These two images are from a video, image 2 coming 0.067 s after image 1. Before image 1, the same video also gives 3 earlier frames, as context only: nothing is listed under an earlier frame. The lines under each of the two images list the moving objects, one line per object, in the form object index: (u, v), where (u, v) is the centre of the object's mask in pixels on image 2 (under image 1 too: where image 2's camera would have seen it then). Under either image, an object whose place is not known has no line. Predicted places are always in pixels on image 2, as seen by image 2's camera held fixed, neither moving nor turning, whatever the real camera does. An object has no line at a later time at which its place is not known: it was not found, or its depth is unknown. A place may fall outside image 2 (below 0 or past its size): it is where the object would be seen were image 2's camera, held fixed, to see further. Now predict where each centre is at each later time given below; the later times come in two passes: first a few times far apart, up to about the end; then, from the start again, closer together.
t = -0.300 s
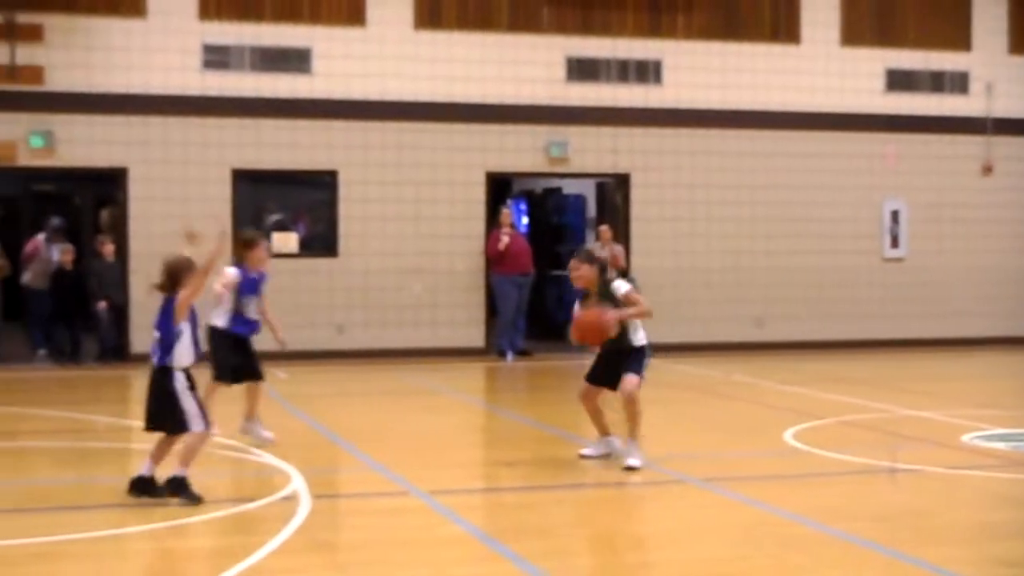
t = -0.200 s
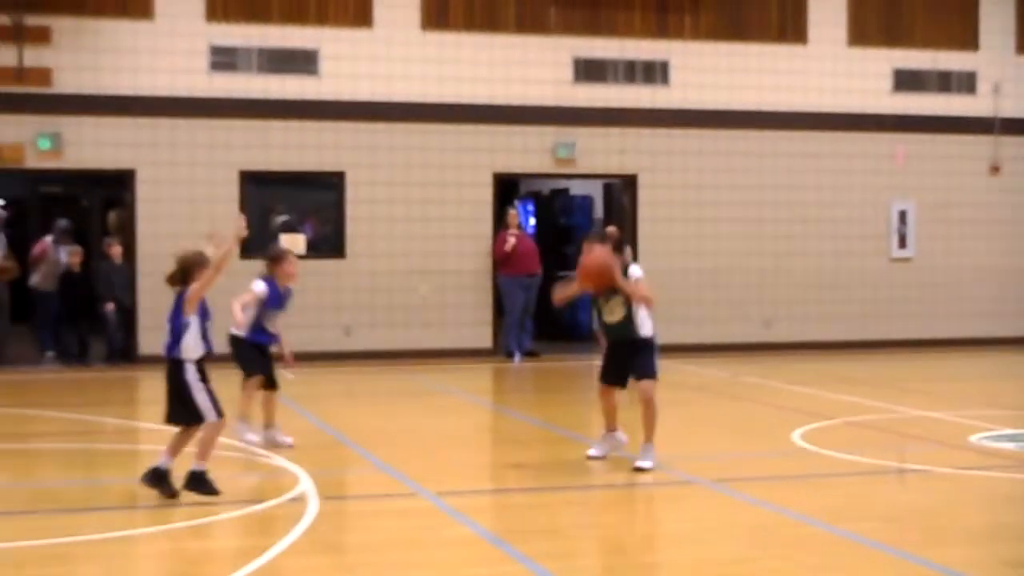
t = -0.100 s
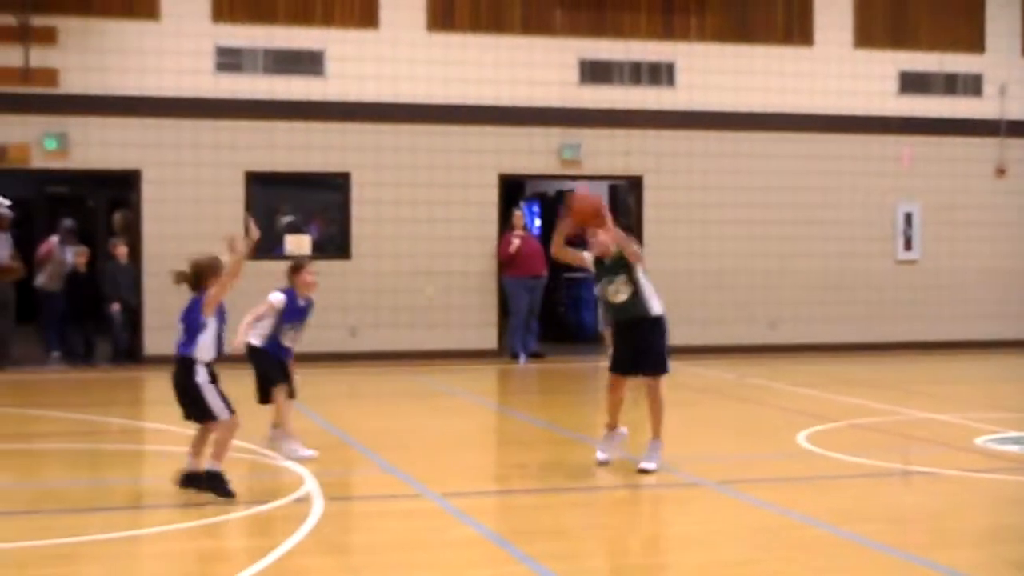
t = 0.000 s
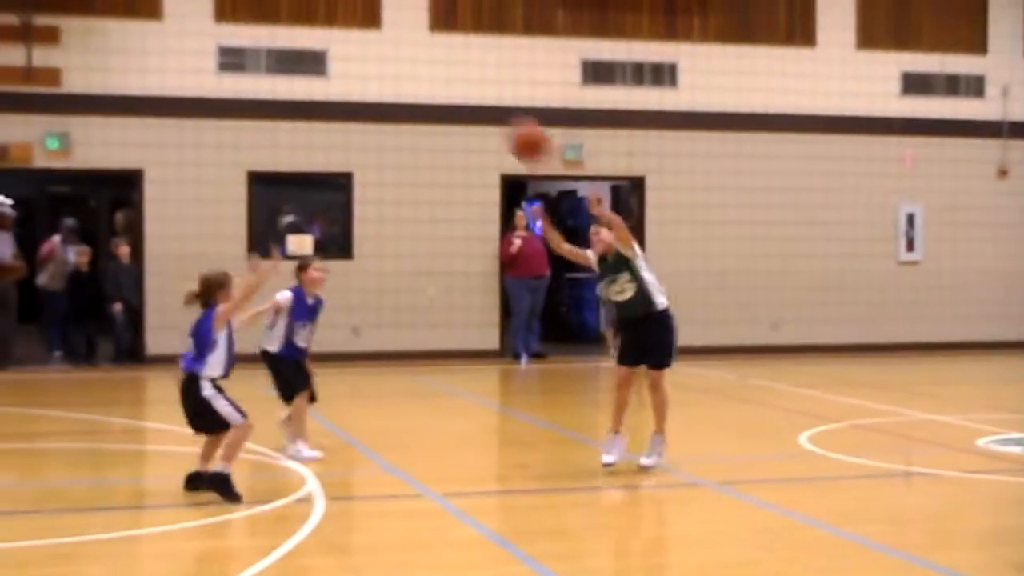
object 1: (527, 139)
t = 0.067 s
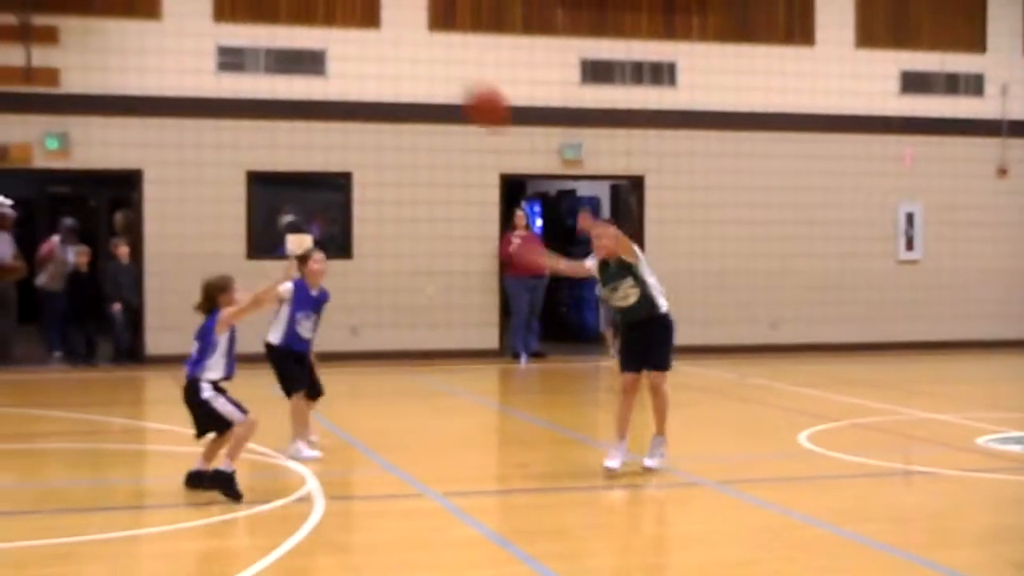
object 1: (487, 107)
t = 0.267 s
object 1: (339, 34)
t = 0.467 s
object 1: (170, 43)
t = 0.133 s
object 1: (438, 75)
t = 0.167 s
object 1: (415, 63)
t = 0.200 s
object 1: (390, 53)
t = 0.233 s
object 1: (366, 44)
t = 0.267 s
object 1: (339, 34)
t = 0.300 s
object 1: (314, 29)
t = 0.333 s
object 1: (287, 27)
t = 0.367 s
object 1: (259, 26)
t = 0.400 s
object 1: (231, 29)
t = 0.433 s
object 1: (199, 35)
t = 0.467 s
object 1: (170, 43)
